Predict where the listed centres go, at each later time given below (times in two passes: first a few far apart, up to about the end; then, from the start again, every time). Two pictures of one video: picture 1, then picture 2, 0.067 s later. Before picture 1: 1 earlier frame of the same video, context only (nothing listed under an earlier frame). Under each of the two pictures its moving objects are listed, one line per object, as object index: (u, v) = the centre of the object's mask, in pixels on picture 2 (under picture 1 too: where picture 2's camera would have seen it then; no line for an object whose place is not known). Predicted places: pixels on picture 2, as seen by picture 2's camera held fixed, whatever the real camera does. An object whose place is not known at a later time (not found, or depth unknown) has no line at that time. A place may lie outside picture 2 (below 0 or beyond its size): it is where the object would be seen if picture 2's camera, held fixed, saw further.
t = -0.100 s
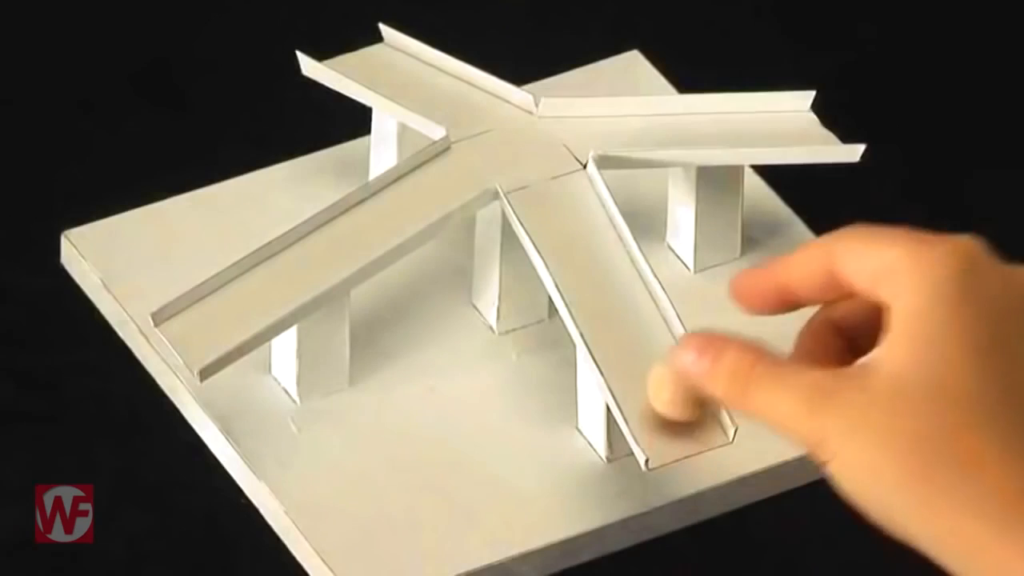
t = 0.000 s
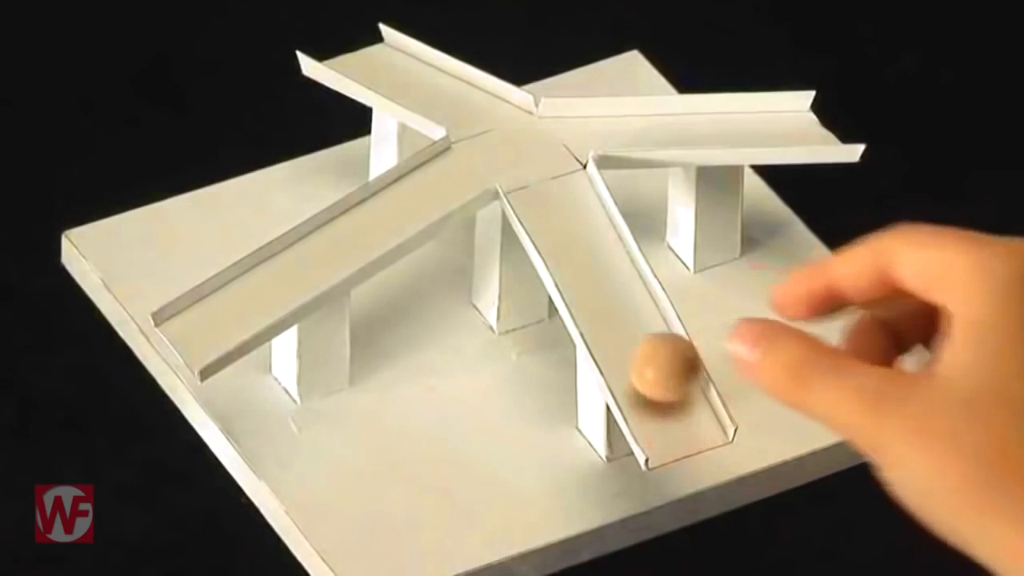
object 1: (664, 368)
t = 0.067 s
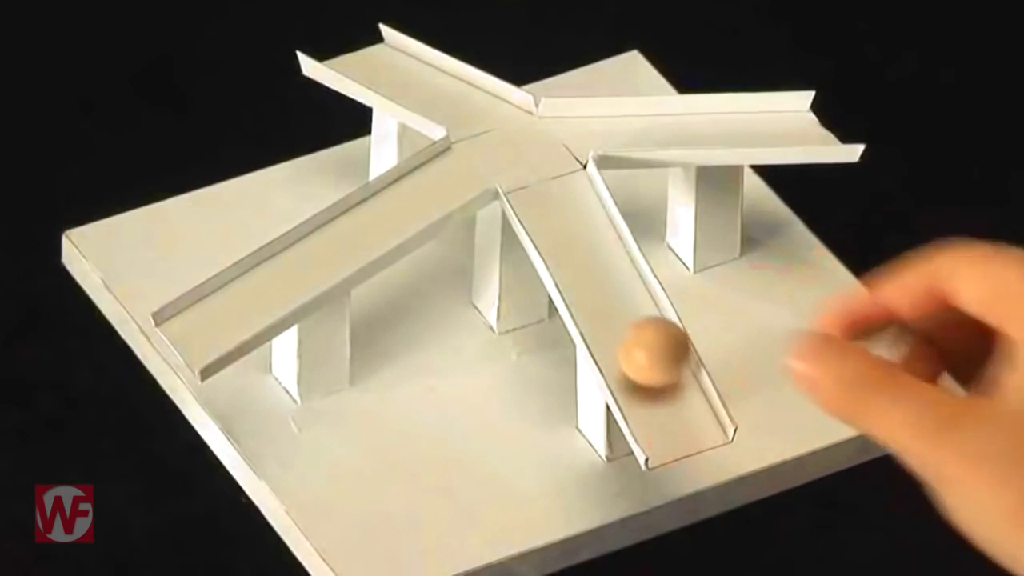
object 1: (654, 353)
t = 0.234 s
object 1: (626, 305)
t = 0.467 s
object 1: (574, 218)
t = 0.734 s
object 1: (500, 102)
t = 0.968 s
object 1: (494, 128)
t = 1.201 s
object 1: (546, 164)
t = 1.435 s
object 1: (568, 184)
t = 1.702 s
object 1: (537, 176)
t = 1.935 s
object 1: (528, 143)
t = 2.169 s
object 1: (524, 110)
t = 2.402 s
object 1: (502, 127)
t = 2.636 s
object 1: (476, 147)
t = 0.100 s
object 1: (648, 345)
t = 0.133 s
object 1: (642, 336)
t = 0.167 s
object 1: (637, 326)
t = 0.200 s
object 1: (631, 316)
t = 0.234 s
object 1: (626, 305)
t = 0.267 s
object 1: (620, 293)
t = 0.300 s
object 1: (613, 281)
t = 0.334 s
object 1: (605, 269)
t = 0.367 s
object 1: (598, 258)
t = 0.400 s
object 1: (590, 245)
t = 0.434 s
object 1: (583, 232)
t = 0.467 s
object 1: (574, 218)
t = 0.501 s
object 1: (566, 204)
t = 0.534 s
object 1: (559, 188)
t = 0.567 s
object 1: (550, 173)
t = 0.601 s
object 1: (541, 156)
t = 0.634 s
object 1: (532, 145)
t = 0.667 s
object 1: (523, 127)
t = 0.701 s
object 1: (514, 110)
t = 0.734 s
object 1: (500, 102)
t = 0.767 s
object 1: (485, 100)
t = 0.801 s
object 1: (474, 100)
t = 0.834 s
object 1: (471, 102)
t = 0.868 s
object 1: (474, 107)
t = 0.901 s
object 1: (480, 113)
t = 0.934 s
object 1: (487, 120)
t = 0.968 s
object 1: (494, 128)
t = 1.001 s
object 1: (502, 134)
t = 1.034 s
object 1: (512, 140)
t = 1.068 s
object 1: (520, 145)
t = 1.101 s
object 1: (526, 150)
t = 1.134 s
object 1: (532, 155)
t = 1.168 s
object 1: (539, 160)
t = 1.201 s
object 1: (546, 164)
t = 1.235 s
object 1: (553, 168)
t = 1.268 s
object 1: (559, 172)
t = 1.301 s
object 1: (565, 174)
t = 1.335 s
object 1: (571, 178)
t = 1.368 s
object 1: (572, 180)
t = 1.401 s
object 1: (571, 182)
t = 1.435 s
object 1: (568, 184)
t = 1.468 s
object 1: (564, 186)
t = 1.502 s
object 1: (560, 187)
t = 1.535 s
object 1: (555, 188)
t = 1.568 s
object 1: (550, 187)
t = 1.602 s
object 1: (546, 186)
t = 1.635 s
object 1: (541, 184)
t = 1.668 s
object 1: (539, 180)
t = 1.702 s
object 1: (537, 176)
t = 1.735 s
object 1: (535, 173)
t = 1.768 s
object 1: (532, 169)
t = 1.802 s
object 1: (530, 165)
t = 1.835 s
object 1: (528, 160)
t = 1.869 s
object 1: (528, 155)
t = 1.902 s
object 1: (528, 149)
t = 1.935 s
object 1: (528, 143)
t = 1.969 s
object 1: (529, 137)
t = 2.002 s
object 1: (530, 133)
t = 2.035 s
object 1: (530, 126)
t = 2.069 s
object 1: (529, 120)
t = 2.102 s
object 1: (529, 114)
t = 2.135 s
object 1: (528, 109)
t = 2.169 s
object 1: (524, 110)
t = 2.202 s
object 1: (520, 111)
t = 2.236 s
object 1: (517, 113)
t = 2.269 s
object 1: (514, 115)
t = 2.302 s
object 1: (512, 118)
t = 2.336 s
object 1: (510, 121)
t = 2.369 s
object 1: (506, 125)
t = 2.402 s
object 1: (502, 127)
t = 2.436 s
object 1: (498, 130)
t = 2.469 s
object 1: (494, 133)
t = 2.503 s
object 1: (491, 135)
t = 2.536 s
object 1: (487, 137)
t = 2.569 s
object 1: (484, 140)
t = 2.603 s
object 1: (479, 144)
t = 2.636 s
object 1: (476, 147)
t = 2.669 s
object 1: (473, 149)
